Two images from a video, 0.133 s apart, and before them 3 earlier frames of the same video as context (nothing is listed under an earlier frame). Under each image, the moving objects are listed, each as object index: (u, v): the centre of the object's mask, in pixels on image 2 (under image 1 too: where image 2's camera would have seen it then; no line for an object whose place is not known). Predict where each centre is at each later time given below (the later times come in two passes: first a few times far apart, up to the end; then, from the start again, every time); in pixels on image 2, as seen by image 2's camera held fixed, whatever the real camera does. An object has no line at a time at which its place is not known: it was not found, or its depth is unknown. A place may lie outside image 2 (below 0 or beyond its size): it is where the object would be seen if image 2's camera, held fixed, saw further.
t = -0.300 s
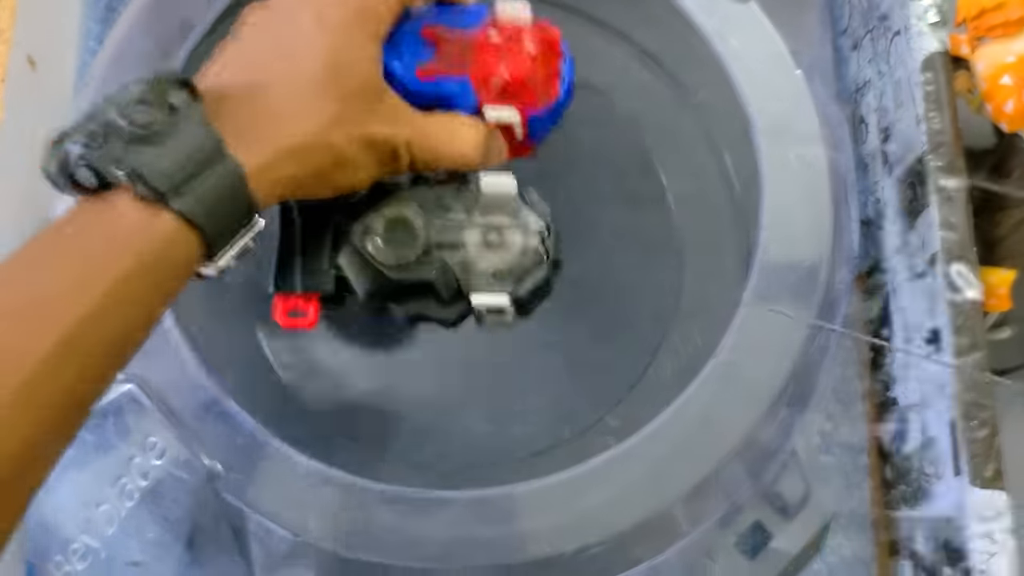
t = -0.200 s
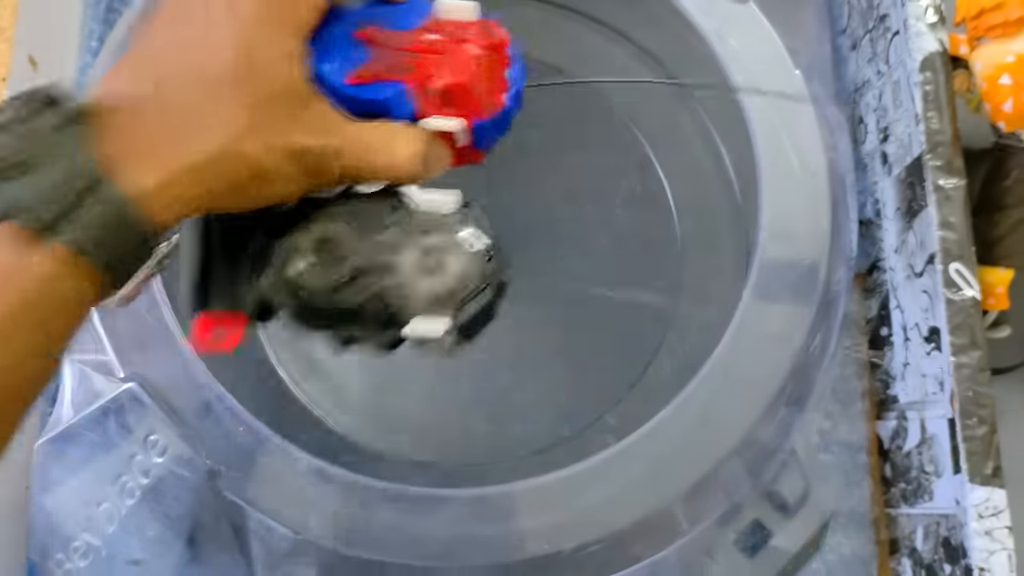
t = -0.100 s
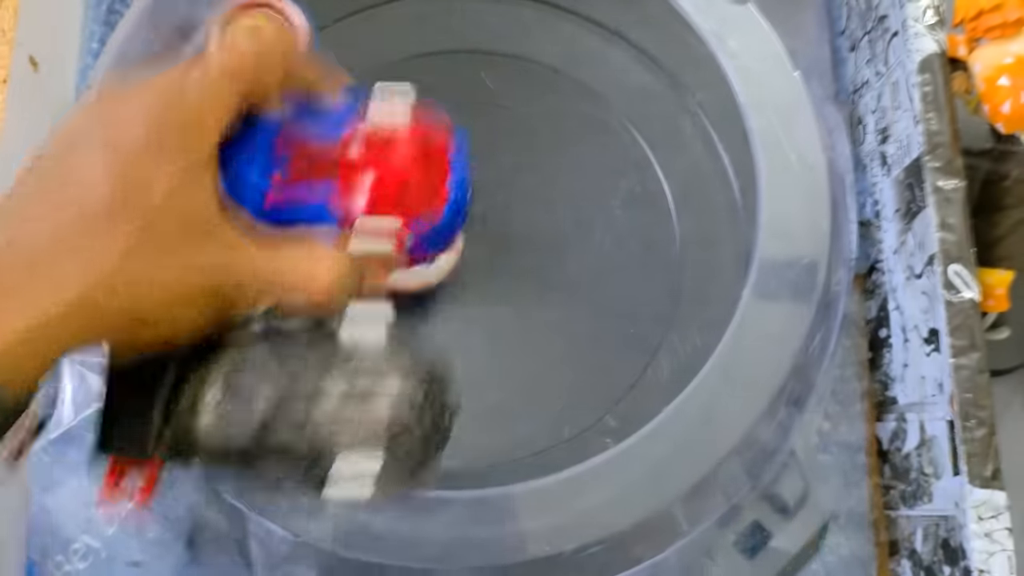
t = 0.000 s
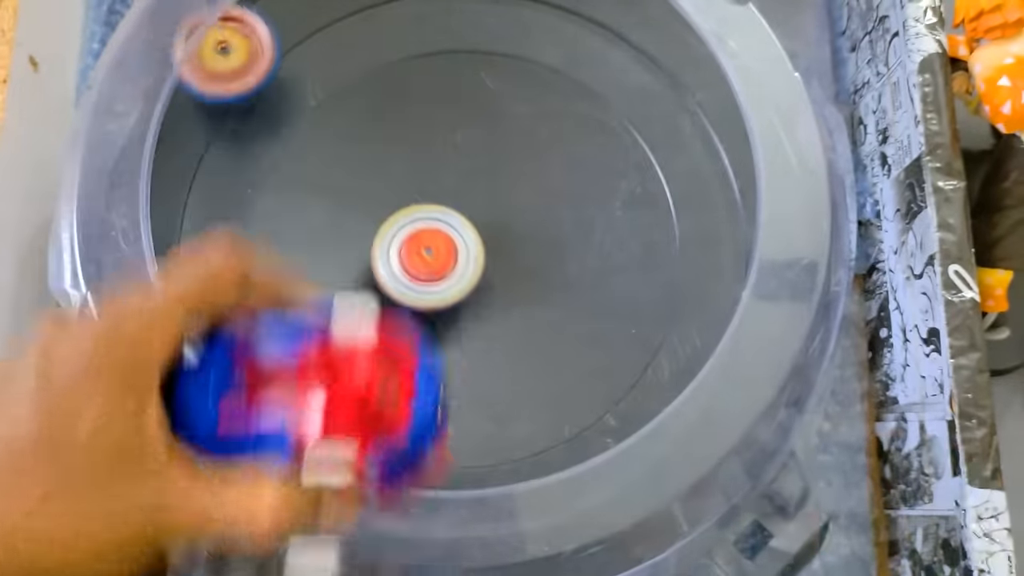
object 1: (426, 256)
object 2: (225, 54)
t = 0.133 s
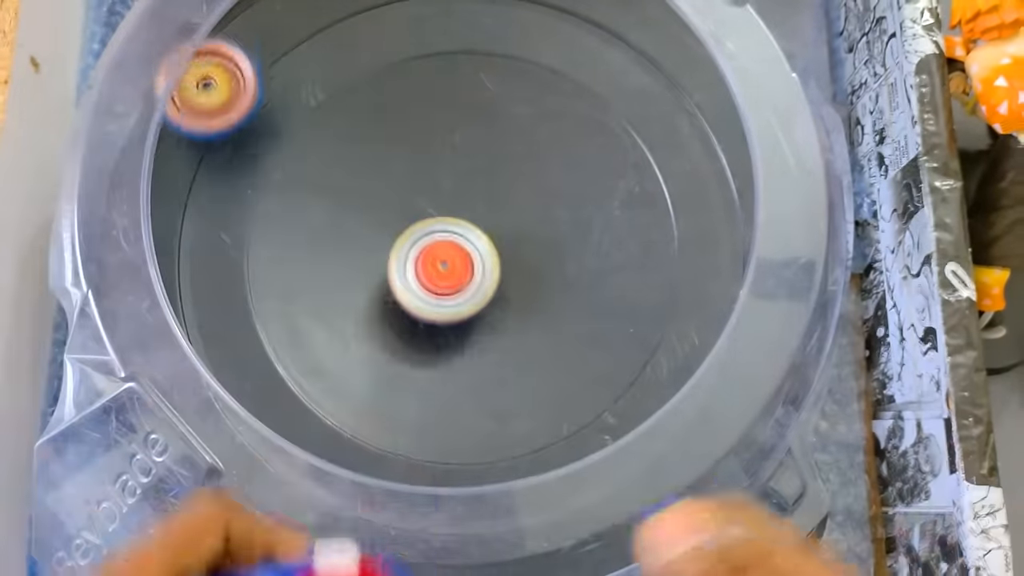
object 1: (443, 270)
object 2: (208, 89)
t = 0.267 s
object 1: (446, 251)
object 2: (250, 155)
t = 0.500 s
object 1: (467, 232)
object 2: (371, 362)
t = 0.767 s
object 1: (426, 214)
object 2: (671, 281)
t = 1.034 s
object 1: (484, 235)
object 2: (613, 35)
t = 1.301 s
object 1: (450, 209)
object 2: (381, 18)
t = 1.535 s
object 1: (471, 235)
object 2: (180, 248)
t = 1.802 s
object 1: (482, 226)
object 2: (547, 507)
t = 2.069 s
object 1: (476, 237)
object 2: (638, 45)
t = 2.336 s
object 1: (483, 242)
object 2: (182, 246)
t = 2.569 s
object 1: (484, 249)
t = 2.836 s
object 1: (481, 256)
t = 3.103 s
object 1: (479, 261)
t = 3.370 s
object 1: (463, 257)
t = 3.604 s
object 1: (459, 255)
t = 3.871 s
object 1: (455, 251)
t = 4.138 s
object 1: (454, 250)
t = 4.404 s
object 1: (454, 246)
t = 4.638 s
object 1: (456, 240)
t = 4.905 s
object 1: (456, 237)
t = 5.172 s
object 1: (462, 234)
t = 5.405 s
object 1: (464, 236)
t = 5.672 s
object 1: (466, 238)
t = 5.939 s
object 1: (468, 240)
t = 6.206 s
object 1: (469, 243)
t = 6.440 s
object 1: (468, 245)
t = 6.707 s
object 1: (473, 243)
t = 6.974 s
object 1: (466, 242)
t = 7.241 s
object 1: (460, 242)
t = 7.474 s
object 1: (462, 242)
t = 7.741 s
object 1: (461, 242)
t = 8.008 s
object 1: (461, 240)
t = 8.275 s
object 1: (462, 240)
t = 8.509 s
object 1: (462, 242)
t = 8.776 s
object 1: (463, 243)
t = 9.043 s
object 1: (463, 242)
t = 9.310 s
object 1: (463, 242)
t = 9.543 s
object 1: (463, 243)
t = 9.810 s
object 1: (462, 244)
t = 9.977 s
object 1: (462, 246)
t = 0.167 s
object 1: (444, 267)
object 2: (216, 105)
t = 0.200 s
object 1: (445, 263)
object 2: (224, 123)
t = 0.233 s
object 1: (445, 257)
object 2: (237, 141)
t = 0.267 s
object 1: (446, 251)
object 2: (250, 155)
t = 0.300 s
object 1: (445, 246)
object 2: (264, 172)
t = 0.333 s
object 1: (443, 242)
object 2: (281, 194)
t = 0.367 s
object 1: (442, 239)
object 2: (303, 223)
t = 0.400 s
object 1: (439, 237)
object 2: (326, 255)
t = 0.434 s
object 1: (450, 235)
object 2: (335, 290)
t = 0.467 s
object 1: (460, 233)
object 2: (348, 329)
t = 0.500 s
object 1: (467, 232)
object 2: (371, 362)
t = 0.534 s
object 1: (470, 228)
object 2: (403, 387)
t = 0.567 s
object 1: (470, 222)
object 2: (442, 404)
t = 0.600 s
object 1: (466, 216)
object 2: (488, 410)
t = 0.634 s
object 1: (459, 209)
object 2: (529, 404)
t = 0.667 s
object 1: (450, 205)
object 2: (573, 387)
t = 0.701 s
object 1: (441, 205)
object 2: (612, 363)
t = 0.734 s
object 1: (431, 209)
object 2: (646, 324)
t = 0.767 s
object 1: (426, 214)
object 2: (671, 281)
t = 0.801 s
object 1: (423, 221)
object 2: (686, 234)
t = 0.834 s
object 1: (426, 231)
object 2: (692, 187)
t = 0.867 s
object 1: (432, 239)
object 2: (697, 148)
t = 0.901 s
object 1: (440, 244)
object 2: (694, 118)
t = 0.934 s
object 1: (450, 247)
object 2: (688, 88)
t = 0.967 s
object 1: (462, 245)
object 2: (671, 67)
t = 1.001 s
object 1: (475, 242)
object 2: (644, 47)
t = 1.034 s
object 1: (484, 235)
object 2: (613, 35)
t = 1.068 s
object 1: (490, 226)
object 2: (587, 28)
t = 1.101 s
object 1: (491, 218)
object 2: (562, 22)
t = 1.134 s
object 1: (488, 210)
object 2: (541, 18)
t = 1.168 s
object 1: (480, 202)
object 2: (520, 15)
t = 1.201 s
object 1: (471, 200)
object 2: (491, 13)
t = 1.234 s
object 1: (462, 200)
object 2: (458, 12)
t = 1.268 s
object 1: (454, 204)
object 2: (421, 14)
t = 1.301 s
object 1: (450, 209)
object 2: (381, 18)
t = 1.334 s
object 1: (448, 216)
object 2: (336, 24)
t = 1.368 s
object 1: (449, 222)
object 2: (297, 37)
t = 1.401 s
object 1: (452, 227)
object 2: (260, 61)
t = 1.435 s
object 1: (457, 231)
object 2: (225, 101)
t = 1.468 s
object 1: (462, 233)
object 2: (202, 146)
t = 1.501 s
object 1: (466, 235)
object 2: (185, 195)
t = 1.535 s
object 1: (471, 235)
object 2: (180, 248)
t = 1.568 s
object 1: (475, 233)
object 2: (184, 307)
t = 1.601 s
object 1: (477, 230)
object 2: (202, 360)
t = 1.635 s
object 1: (478, 228)
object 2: (237, 411)
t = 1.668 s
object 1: (479, 227)
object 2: (277, 459)
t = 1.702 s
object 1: (480, 226)
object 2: (335, 494)
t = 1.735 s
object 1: (481, 225)
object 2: (402, 515)
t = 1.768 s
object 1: (481, 225)
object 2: (474, 519)
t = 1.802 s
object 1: (482, 226)
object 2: (547, 507)
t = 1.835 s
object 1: (481, 227)
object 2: (614, 474)
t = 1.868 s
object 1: (481, 230)
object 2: (668, 429)
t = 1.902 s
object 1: (480, 232)
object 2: (708, 370)
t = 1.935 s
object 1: (480, 233)
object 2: (732, 301)
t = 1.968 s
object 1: (479, 234)
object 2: (737, 231)
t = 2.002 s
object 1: (478, 233)
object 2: (714, 163)
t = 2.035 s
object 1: (476, 235)
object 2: (686, 98)
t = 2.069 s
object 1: (476, 237)
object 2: (638, 45)
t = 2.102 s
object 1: (477, 240)
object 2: (577, 24)
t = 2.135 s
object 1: (480, 242)
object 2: (496, 15)
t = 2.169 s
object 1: (483, 243)
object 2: (417, 15)
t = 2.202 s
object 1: (484, 242)
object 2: (340, 25)
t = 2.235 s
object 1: (483, 242)
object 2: (274, 48)
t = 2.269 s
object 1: (483, 242)
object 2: (222, 102)
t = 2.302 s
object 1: (484, 242)
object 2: (193, 171)
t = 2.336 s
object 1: (483, 242)
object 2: (182, 246)
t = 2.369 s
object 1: (483, 242)
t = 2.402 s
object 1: (483, 242)
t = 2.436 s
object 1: (483, 242)
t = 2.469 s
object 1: (483, 244)
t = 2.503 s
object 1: (483, 246)
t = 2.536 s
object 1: (484, 248)
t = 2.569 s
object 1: (484, 249)
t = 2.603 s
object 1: (483, 250)
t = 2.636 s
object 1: (484, 250)
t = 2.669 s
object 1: (484, 251)
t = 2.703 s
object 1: (483, 251)
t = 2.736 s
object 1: (483, 253)
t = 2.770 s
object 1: (483, 254)
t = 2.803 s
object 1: (482, 255)
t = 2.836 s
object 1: (481, 256)
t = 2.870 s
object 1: (480, 256)
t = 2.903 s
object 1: (480, 256)
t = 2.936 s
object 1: (481, 255)
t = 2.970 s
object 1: (480, 255)
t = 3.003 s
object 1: (480, 255)
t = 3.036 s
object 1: (480, 256)
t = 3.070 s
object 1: (480, 259)
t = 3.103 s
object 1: (479, 261)
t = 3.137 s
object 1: (477, 262)
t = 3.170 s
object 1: (475, 262)
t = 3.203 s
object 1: (473, 262)
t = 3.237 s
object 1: (471, 261)
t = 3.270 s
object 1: (469, 260)
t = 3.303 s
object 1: (466, 259)
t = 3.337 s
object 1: (464, 258)
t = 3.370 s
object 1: (463, 257)
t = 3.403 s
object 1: (461, 256)
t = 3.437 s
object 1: (460, 255)
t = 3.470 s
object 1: (459, 254)
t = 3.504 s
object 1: (459, 254)
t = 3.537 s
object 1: (459, 254)
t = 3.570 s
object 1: (459, 255)
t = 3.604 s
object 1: (459, 255)
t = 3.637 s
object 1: (458, 256)
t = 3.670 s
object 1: (457, 256)
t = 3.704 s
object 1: (456, 255)
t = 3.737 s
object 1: (456, 254)
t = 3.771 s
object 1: (456, 253)
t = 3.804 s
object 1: (456, 252)
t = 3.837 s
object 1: (455, 251)
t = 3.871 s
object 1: (455, 251)
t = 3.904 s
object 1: (454, 251)
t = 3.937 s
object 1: (453, 251)
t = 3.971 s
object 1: (452, 250)
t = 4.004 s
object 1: (452, 250)
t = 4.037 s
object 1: (453, 249)
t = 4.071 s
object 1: (453, 250)
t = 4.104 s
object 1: (454, 250)
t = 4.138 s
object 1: (454, 250)
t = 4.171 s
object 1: (454, 250)
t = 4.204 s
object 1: (453, 250)
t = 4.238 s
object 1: (453, 249)
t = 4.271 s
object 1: (453, 249)
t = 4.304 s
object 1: (454, 248)
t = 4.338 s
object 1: (454, 248)
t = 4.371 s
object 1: (454, 247)
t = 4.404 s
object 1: (454, 246)
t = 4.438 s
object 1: (454, 245)
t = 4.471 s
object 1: (455, 244)
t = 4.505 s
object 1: (456, 243)
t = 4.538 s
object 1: (456, 243)
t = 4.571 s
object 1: (456, 243)
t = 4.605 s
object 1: (456, 242)
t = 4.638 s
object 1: (456, 240)
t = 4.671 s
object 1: (457, 239)
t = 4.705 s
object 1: (457, 237)
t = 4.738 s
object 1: (456, 237)
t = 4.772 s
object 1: (455, 237)
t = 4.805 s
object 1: (455, 237)
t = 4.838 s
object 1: (455, 236)
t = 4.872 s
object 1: (456, 236)
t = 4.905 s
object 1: (456, 237)
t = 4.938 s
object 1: (456, 237)
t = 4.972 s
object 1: (455, 237)
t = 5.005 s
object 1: (454, 236)
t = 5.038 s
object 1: (455, 234)
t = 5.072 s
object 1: (457, 233)
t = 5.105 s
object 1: (460, 234)
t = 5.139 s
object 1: (462, 234)
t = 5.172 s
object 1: (462, 234)
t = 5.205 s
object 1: (463, 234)
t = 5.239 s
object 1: (464, 235)
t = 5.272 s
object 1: (464, 235)
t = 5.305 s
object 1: (464, 236)
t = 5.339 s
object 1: (463, 236)
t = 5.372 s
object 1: (463, 236)
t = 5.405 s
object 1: (464, 236)
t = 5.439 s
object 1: (464, 236)
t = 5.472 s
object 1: (464, 237)
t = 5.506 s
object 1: (465, 237)
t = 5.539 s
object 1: (465, 238)
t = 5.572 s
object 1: (465, 238)
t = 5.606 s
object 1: (466, 238)
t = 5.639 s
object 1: (466, 238)
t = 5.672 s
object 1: (466, 238)
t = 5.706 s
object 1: (467, 238)
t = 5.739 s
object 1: (467, 239)
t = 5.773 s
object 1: (466, 239)
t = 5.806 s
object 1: (466, 238)
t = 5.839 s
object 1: (467, 239)
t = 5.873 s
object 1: (467, 239)
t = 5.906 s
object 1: (467, 240)
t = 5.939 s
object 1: (468, 240)
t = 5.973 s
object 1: (468, 240)
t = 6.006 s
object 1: (469, 241)
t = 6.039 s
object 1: (469, 241)
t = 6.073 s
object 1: (469, 242)
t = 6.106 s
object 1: (469, 242)
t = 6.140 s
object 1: (469, 242)
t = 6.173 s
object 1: (469, 243)
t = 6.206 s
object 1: (469, 243)
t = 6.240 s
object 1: (469, 244)
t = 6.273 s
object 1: (469, 244)
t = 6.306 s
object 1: (469, 244)
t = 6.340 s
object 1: (469, 245)
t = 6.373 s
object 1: (468, 245)
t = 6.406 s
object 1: (468, 245)
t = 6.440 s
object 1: (468, 245)
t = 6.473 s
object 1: (468, 245)
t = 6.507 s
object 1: (468, 246)
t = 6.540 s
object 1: (467, 248)
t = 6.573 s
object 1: (466, 249)
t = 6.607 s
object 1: (467, 247)
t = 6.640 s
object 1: (470, 244)
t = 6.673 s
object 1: (471, 243)
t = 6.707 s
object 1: (473, 243)
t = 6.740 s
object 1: (472, 243)
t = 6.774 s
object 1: (472, 243)
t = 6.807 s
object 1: (471, 242)
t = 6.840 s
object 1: (470, 242)
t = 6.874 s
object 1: (469, 242)
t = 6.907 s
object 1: (468, 242)
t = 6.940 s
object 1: (467, 242)
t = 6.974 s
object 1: (466, 242)
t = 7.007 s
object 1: (464, 242)
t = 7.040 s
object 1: (463, 242)
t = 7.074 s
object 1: (462, 241)
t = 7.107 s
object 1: (461, 241)
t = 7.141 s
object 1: (461, 241)
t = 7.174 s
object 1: (461, 242)
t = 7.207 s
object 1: (460, 242)
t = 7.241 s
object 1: (460, 242)
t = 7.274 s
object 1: (461, 242)
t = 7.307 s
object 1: (461, 242)
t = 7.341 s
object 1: (461, 243)
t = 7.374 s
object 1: (460, 243)
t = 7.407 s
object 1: (459, 242)
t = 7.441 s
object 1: (461, 241)
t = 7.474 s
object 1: (462, 242)
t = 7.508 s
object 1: (461, 242)
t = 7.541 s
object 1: (461, 242)
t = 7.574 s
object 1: (461, 242)
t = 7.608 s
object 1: (461, 243)
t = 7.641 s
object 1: (460, 243)
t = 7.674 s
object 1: (460, 242)
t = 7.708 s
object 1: (461, 242)
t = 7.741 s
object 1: (461, 242)
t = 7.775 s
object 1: (461, 242)
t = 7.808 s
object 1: (460, 242)
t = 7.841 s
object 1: (461, 241)
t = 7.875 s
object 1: (461, 241)
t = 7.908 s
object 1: (461, 242)
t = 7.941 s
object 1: (461, 242)
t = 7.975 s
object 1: (460, 241)
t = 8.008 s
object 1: (461, 240)
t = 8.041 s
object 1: (461, 240)
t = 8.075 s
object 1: (461, 240)
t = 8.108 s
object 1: (461, 241)
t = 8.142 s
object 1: (461, 240)
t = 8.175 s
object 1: (462, 241)
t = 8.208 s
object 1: (461, 241)
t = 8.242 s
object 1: (461, 241)
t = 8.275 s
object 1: (462, 240)
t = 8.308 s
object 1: (462, 240)
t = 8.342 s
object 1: (462, 241)
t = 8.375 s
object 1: (462, 241)
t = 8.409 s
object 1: (461, 241)
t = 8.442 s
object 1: (462, 241)
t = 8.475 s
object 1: (462, 241)
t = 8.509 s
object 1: (462, 242)
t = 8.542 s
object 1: (462, 242)
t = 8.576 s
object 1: (462, 242)
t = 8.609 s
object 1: (462, 242)
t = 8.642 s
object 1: (463, 243)
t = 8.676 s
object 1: (462, 243)
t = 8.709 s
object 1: (462, 243)
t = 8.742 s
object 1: (462, 242)
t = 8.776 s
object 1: (463, 243)
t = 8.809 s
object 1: (463, 243)
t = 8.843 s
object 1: (463, 243)
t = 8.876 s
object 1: (463, 242)
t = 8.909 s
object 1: (464, 242)
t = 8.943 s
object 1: (464, 243)
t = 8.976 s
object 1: (464, 243)
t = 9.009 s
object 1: (463, 242)
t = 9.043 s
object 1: (463, 242)
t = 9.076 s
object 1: (463, 242)
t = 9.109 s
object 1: (463, 242)
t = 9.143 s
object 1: (463, 242)
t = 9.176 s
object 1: (463, 242)
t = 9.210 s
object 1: (463, 242)
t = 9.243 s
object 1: (463, 242)
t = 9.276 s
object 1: (463, 242)
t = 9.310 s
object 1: (463, 242)
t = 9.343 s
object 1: (464, 242)
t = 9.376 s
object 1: (464, 243)
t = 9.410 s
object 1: (463, 243)
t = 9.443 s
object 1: (462, 243)
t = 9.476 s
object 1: (462, 243)
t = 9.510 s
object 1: (463, 242)
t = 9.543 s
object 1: (463, 243)
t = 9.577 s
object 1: (462, 243)
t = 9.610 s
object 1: (463, 243)
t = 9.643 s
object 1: (463, 243)
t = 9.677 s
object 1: (462, 244)
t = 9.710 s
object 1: (462, 244)
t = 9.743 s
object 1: (462, 244)
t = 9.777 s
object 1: (463, 243)
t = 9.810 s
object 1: (462, 244)
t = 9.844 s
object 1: (462, 244)
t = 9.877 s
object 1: (462, 244)
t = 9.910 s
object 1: (461, 245)
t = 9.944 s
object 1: (462, 245)
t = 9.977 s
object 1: (462, 246)
